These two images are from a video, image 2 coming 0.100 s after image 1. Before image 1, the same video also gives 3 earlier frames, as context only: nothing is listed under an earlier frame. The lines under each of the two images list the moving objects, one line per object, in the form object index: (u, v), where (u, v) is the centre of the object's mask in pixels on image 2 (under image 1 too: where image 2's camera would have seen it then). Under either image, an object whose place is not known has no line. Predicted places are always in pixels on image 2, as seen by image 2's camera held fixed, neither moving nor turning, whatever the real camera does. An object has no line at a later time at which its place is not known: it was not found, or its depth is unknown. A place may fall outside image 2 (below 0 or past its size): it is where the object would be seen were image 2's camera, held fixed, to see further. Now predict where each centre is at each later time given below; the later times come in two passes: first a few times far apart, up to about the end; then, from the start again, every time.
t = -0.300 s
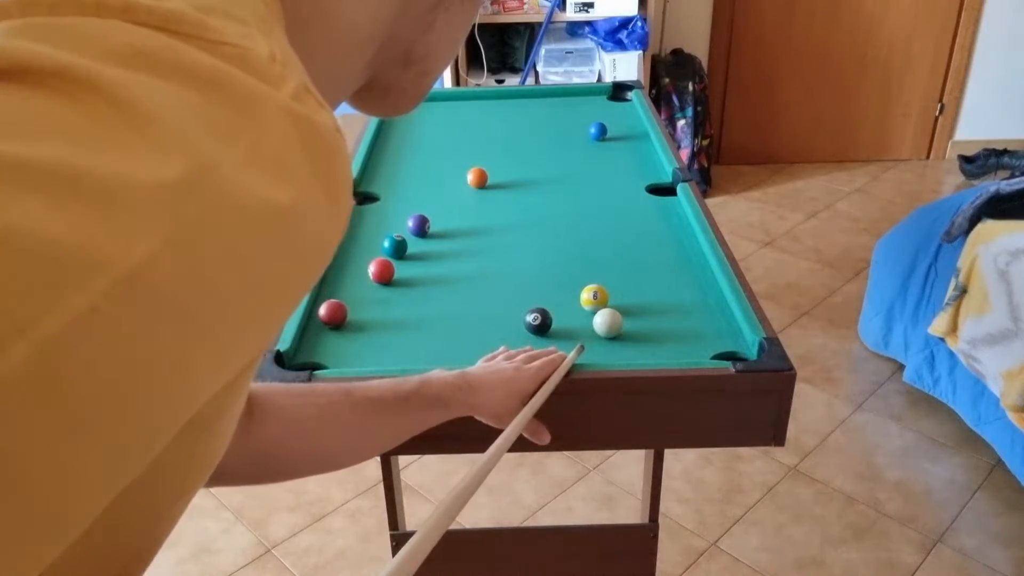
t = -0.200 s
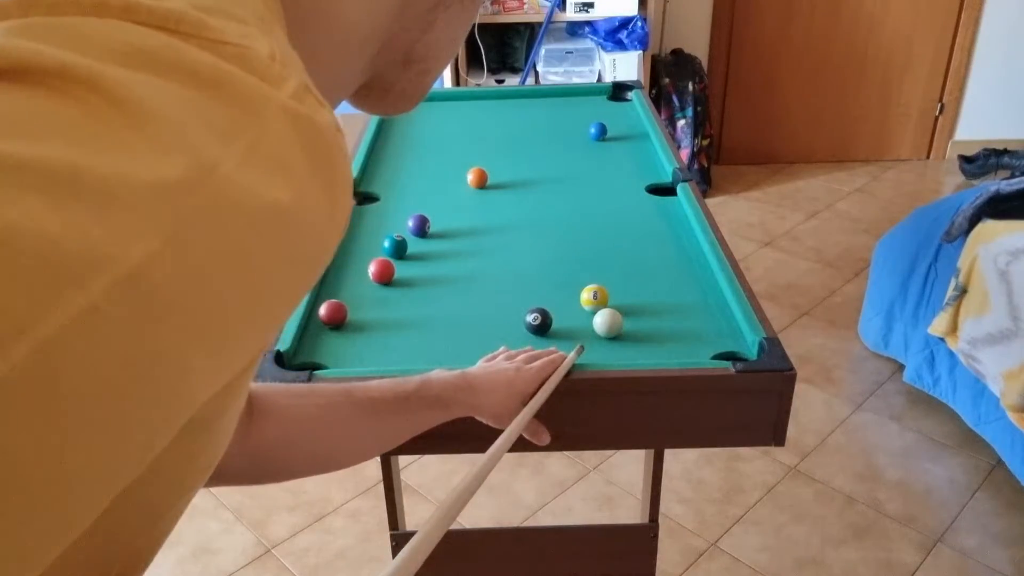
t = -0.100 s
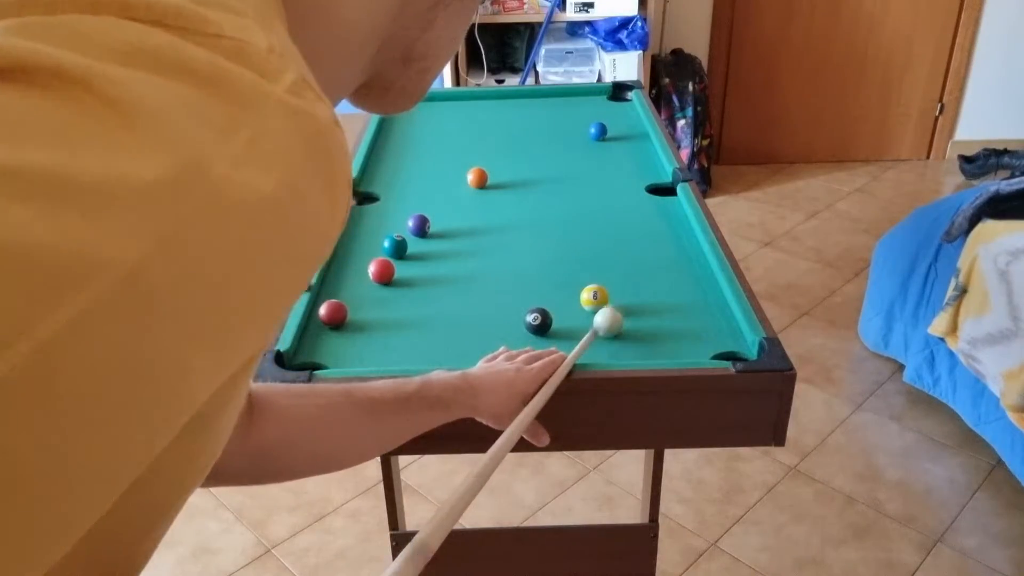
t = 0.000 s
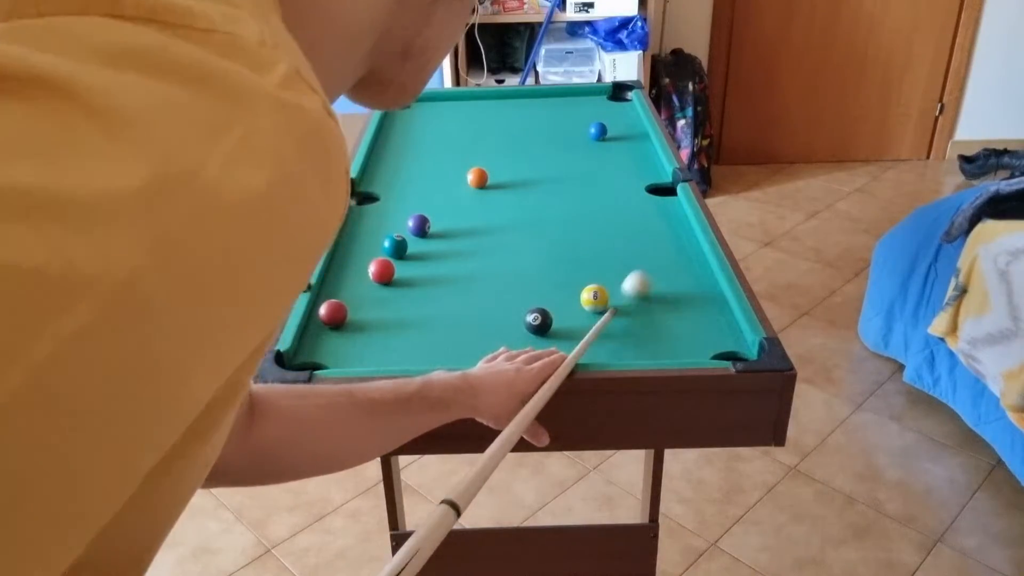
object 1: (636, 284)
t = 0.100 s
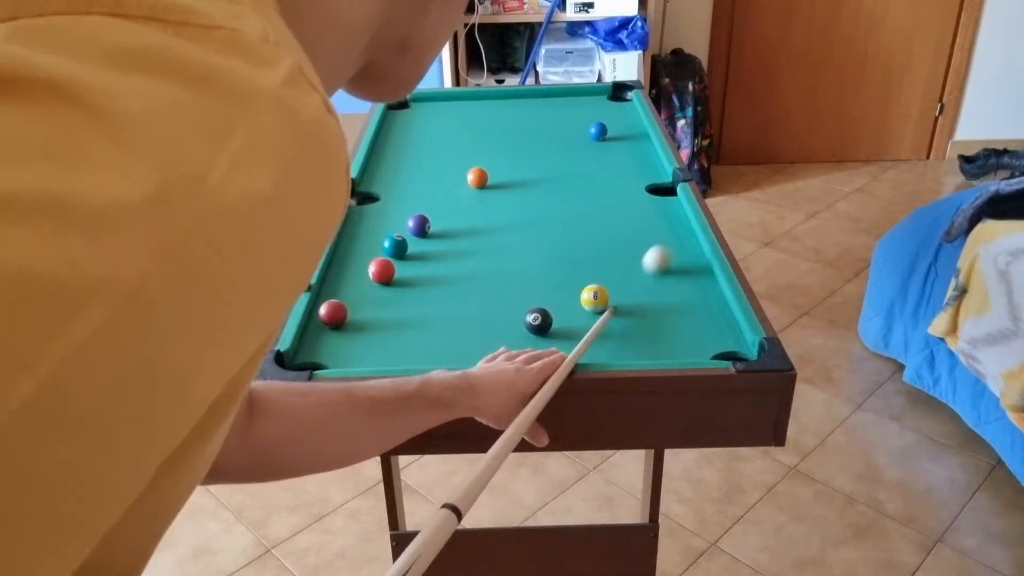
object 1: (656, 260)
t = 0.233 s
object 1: (679, 229)
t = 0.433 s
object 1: (646, 194)
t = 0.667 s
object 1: (610, 164)
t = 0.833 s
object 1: (589, 145)
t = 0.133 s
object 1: (662, 251)
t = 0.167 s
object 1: (668, 244)
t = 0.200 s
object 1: (674, 236)
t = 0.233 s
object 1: (679, 229)
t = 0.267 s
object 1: (678, 221)
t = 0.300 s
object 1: (671, 216)
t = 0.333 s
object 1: (664, 210)
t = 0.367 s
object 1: (657, 205)
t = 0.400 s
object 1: (651, 199)
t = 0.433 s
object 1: (646, 194)
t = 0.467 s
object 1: (641, 189)
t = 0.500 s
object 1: (635, 185)
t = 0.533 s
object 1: (630, 181)
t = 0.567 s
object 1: (625, 176)
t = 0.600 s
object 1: (620, 172)
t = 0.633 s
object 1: (614, 167)
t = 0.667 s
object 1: (610, 164)
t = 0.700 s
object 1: (606, 160)
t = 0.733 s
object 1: (601, 156)
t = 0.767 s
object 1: (597, 152)
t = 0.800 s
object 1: (593, 149)
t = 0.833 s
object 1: (589, 145)
